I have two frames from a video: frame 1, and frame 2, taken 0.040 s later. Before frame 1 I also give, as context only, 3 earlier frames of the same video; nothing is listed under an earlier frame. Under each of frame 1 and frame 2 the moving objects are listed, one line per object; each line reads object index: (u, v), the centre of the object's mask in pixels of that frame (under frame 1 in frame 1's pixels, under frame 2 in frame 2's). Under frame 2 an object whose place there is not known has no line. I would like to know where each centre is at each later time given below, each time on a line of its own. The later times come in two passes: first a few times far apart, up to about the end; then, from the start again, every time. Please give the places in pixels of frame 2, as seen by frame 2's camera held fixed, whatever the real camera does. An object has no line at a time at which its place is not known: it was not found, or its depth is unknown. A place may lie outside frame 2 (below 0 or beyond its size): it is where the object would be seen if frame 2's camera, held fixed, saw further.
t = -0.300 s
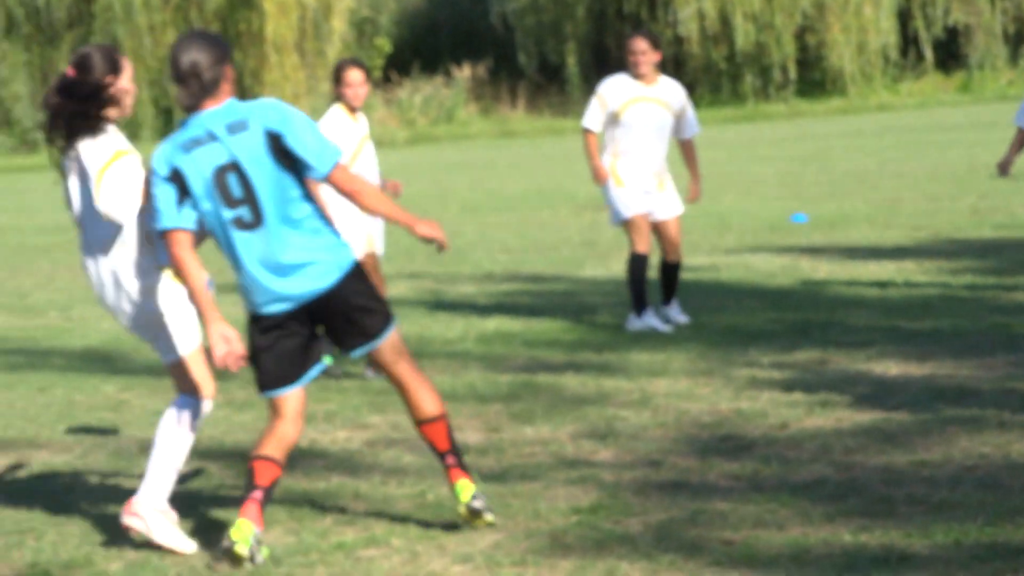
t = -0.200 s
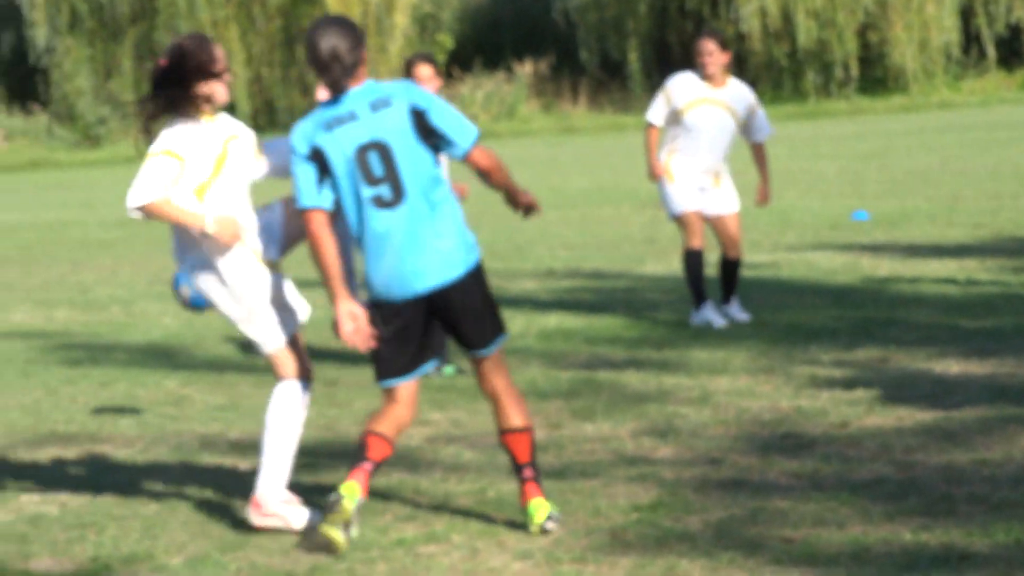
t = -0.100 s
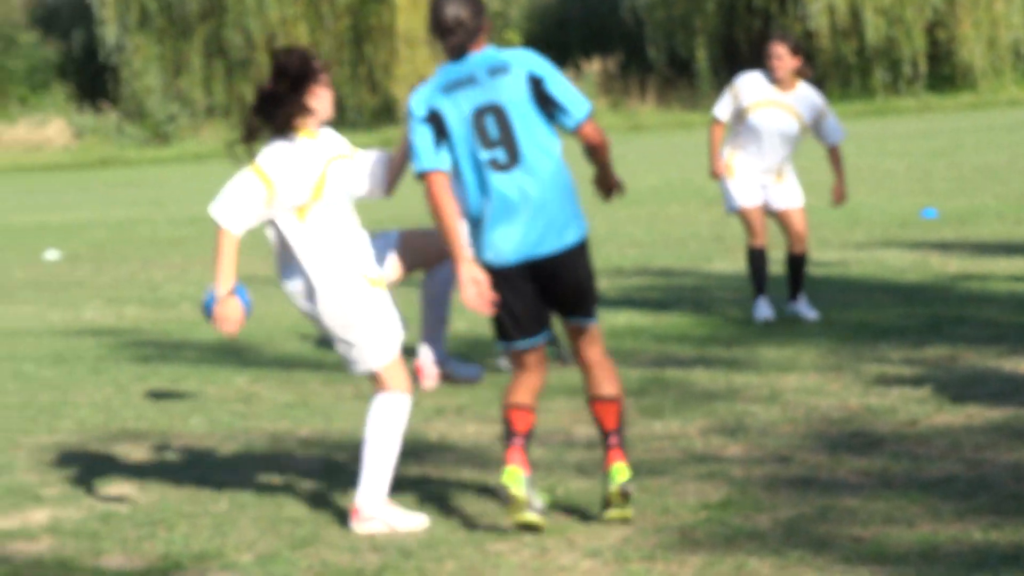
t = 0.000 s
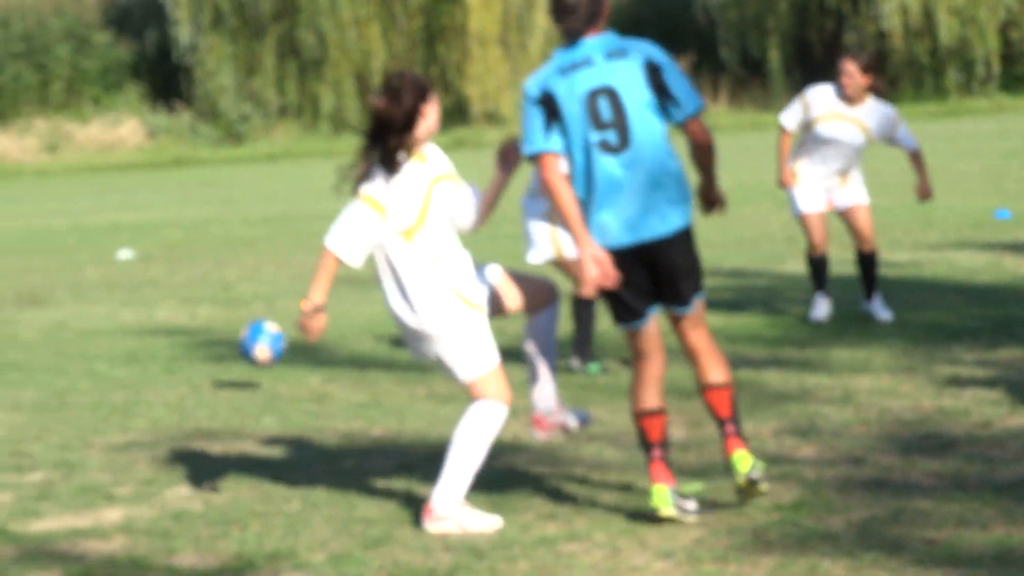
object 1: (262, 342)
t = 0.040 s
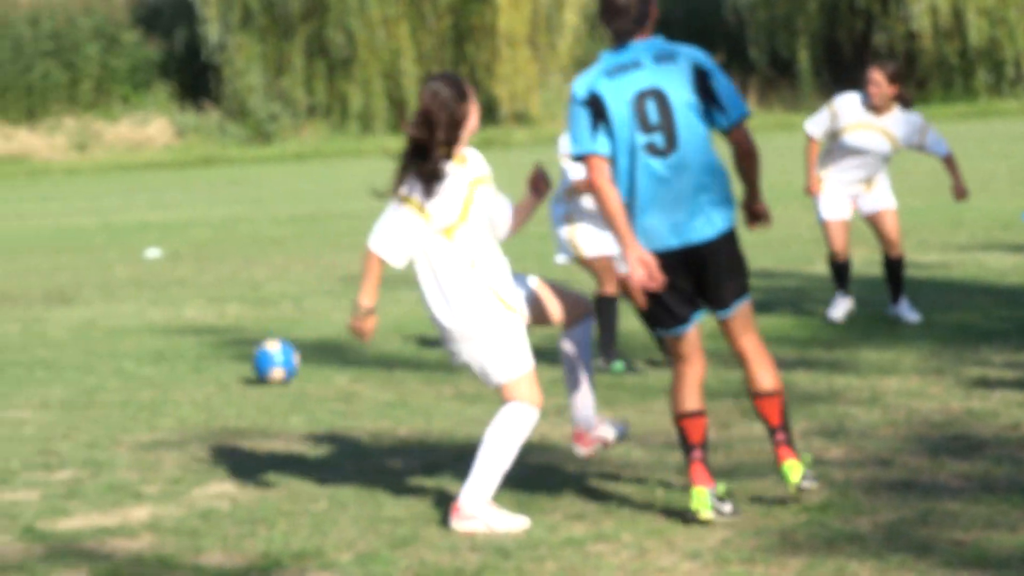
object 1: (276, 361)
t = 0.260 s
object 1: (187, 300)
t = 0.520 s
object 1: (99, 330)
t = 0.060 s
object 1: (268, 361)
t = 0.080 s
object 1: (259, 353)
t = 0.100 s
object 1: (251, 343)
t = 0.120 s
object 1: (243, 335)
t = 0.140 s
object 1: (235, 327)
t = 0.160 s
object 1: (227, 320)
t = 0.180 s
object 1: (218, 315)
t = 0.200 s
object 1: (210, 310)
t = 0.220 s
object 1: (202, 306)
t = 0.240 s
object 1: (194, 303)
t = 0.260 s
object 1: (187, 300)
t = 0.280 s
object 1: (181, 299)
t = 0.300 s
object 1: (173, 298)
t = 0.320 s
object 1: (166, 298)
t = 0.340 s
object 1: (158, 299)
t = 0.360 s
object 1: (151, 301)
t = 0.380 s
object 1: (145, 304)
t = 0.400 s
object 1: (139, 306)
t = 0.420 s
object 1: (132, 310)
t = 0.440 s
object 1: (125, 314)
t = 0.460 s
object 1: (119, 320)
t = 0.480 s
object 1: (112, 327)
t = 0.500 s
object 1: (106, 332)
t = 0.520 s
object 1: (99, 330)
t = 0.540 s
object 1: (92, 323)
